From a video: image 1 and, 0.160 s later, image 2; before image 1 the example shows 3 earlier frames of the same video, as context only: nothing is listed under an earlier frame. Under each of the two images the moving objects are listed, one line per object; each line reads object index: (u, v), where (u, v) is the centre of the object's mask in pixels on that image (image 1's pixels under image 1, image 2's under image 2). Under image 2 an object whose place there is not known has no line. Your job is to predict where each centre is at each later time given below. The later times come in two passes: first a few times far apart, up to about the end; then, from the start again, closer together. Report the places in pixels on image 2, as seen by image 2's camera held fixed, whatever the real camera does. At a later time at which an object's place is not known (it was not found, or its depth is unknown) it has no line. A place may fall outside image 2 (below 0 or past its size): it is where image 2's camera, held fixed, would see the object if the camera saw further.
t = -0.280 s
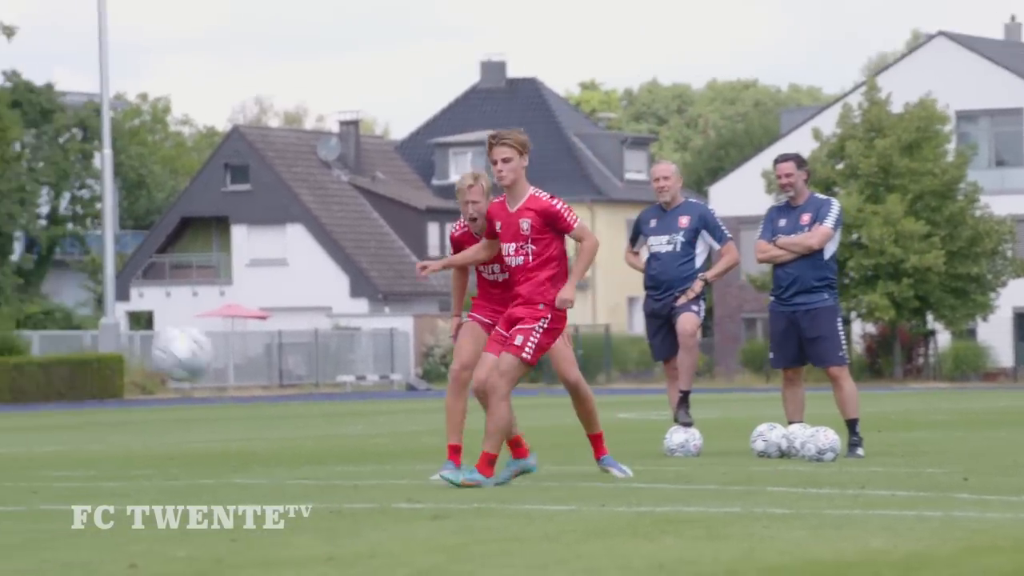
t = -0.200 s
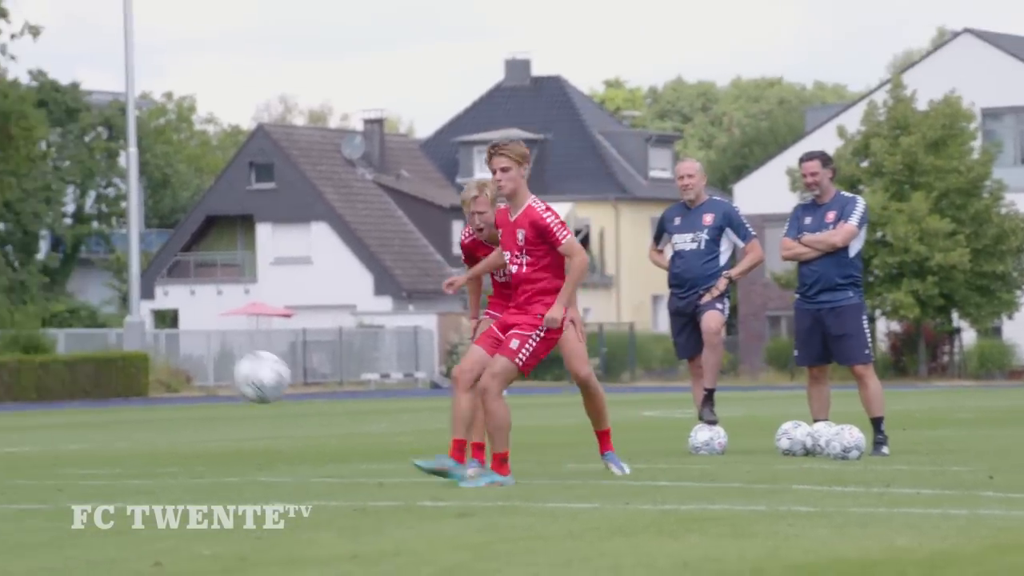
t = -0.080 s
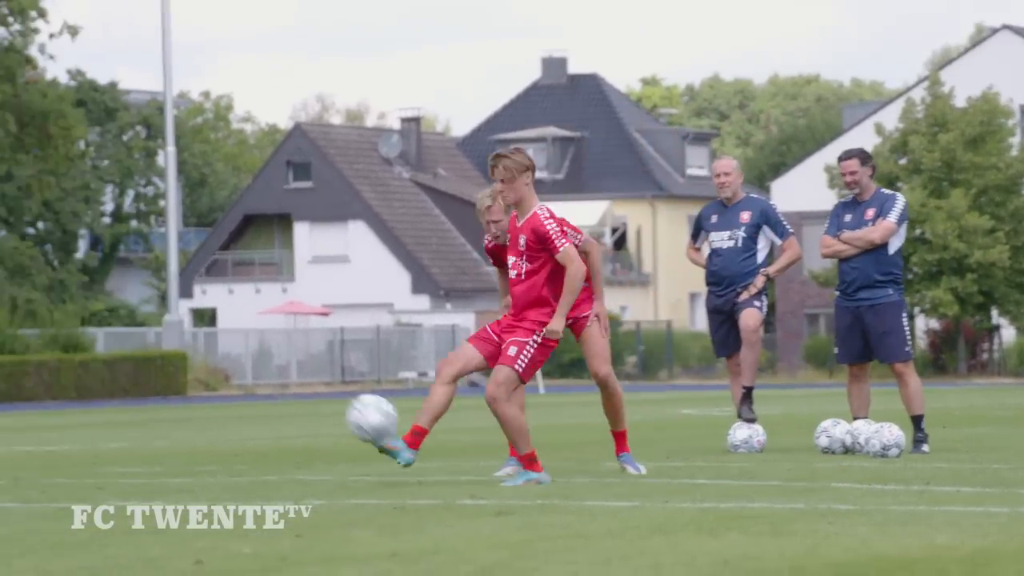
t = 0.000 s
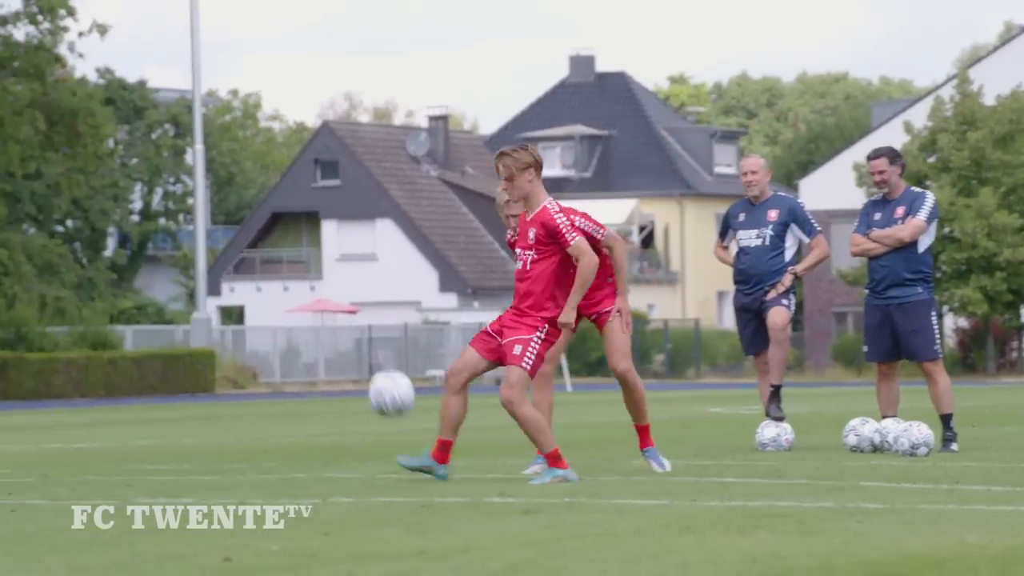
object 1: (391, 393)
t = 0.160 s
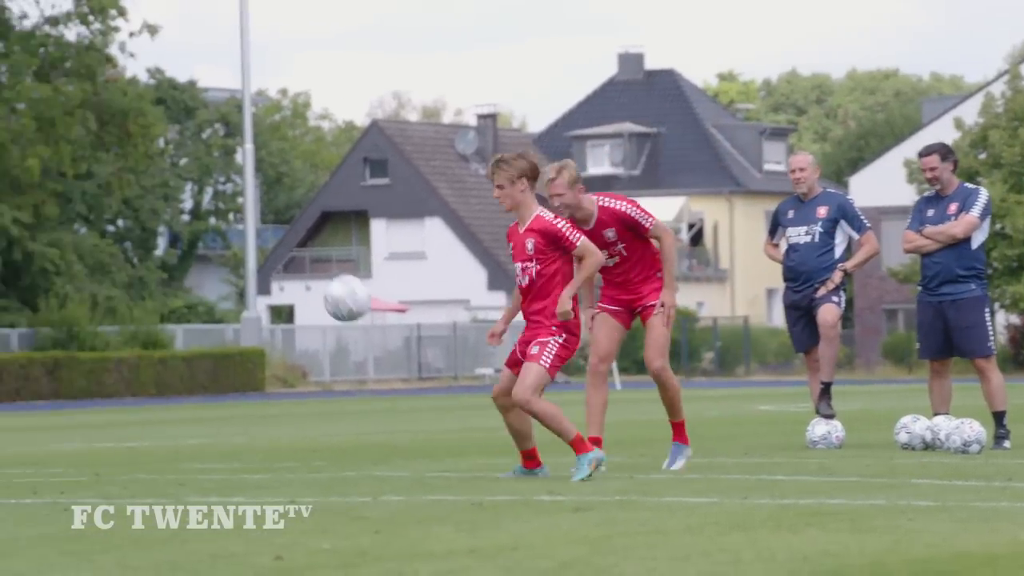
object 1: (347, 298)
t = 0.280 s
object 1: (278, 262)
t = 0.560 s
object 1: (119, 293)
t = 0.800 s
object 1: (-18, 458)
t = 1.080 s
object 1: (-94, 383)
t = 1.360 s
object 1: (-160, 437)
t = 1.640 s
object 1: (-232, 449)
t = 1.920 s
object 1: (-303, 479)
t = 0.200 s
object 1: (324, 283)
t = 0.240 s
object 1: (300, 271)
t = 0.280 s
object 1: (278, 262)
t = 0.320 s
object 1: (255, 257)
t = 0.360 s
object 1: (232, 255)
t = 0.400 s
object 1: (210, 256)
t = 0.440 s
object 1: (186, 259)
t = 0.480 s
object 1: (164, 267)
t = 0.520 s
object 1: (142, 279)
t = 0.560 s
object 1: (119, 293)
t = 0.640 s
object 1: (74, 332)
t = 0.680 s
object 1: (50, 359)
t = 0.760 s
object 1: (5, 420)
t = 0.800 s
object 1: (-18, 458)
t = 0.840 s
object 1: (-35, 469)
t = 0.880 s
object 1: (-44, 446)
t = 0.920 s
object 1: (-54, 427)
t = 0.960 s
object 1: (-64, 410)
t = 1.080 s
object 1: (-94, 383)
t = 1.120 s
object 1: (-104, 381)
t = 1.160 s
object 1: (-113, 382)
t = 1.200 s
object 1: (-122, 385)
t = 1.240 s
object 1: (-131, 392)
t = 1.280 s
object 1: (-141, 404)
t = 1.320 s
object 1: (-150, 419)
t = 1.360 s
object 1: (-160, 437)
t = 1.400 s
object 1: (-171, 460)
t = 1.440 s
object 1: (-181, 482)
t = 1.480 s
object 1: (-192, 472)
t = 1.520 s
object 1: (-202, 462)
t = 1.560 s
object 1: (-212, 454)
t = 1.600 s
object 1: (-222, 449)
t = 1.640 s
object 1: (-232, 449)
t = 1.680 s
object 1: (-242, 452)
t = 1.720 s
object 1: (-252, 458)
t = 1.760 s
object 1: (-262, 468)
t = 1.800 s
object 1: (-273, 481)
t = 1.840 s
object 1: (-284, 485)
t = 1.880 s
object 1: (-293, 481)
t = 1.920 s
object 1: (-303, 479)
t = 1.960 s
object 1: (-313, 481)
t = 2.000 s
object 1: (-323, 484)
